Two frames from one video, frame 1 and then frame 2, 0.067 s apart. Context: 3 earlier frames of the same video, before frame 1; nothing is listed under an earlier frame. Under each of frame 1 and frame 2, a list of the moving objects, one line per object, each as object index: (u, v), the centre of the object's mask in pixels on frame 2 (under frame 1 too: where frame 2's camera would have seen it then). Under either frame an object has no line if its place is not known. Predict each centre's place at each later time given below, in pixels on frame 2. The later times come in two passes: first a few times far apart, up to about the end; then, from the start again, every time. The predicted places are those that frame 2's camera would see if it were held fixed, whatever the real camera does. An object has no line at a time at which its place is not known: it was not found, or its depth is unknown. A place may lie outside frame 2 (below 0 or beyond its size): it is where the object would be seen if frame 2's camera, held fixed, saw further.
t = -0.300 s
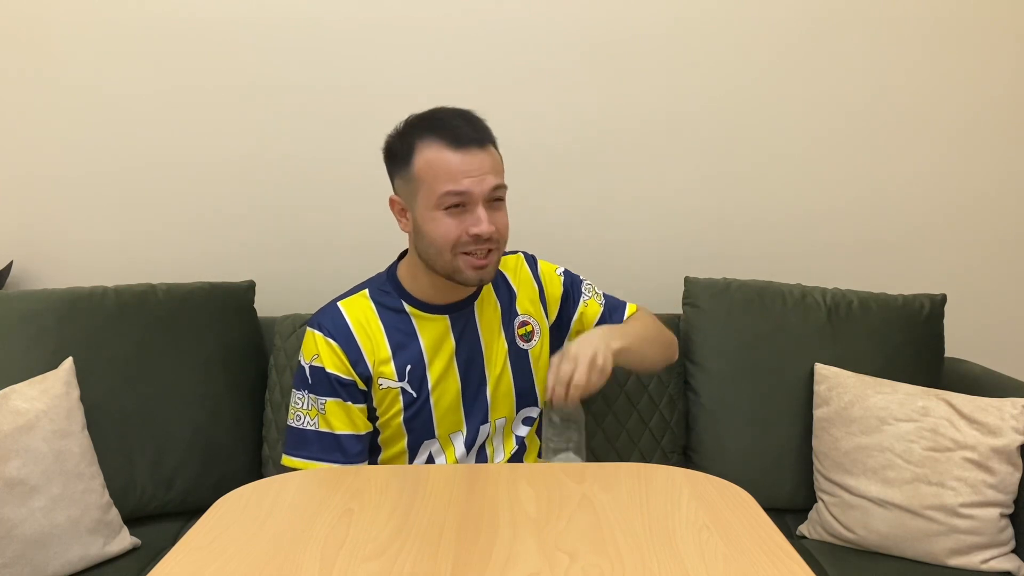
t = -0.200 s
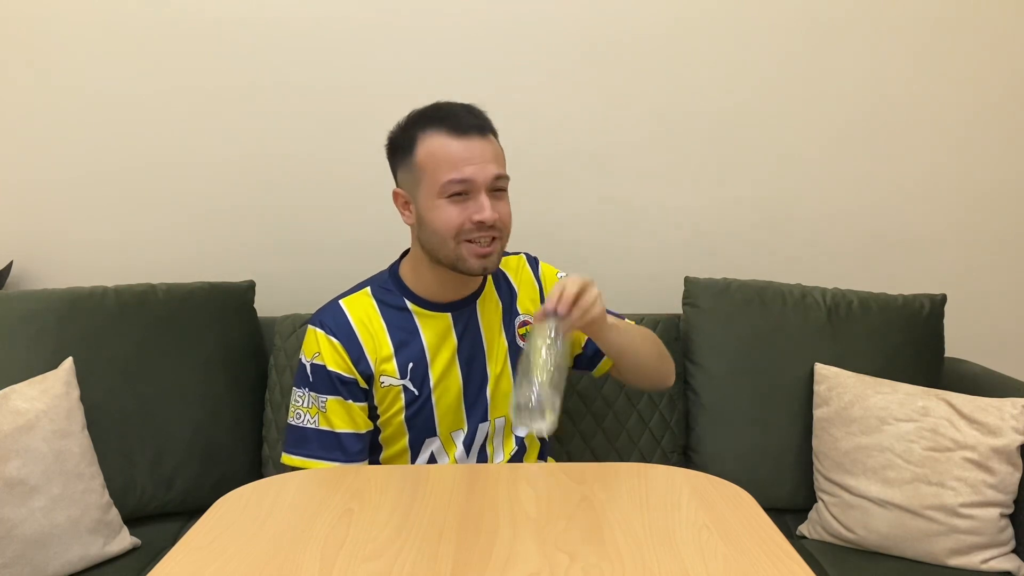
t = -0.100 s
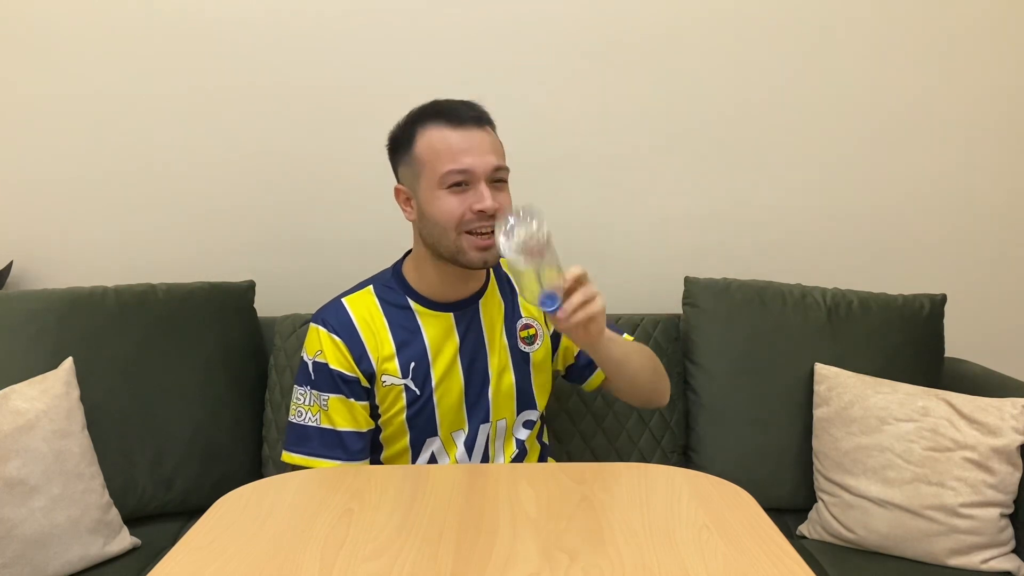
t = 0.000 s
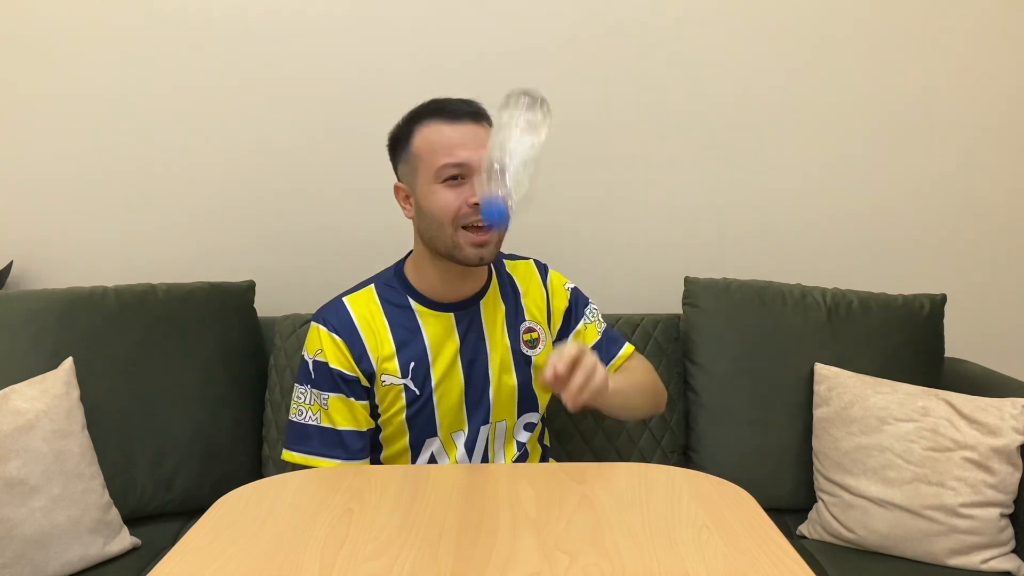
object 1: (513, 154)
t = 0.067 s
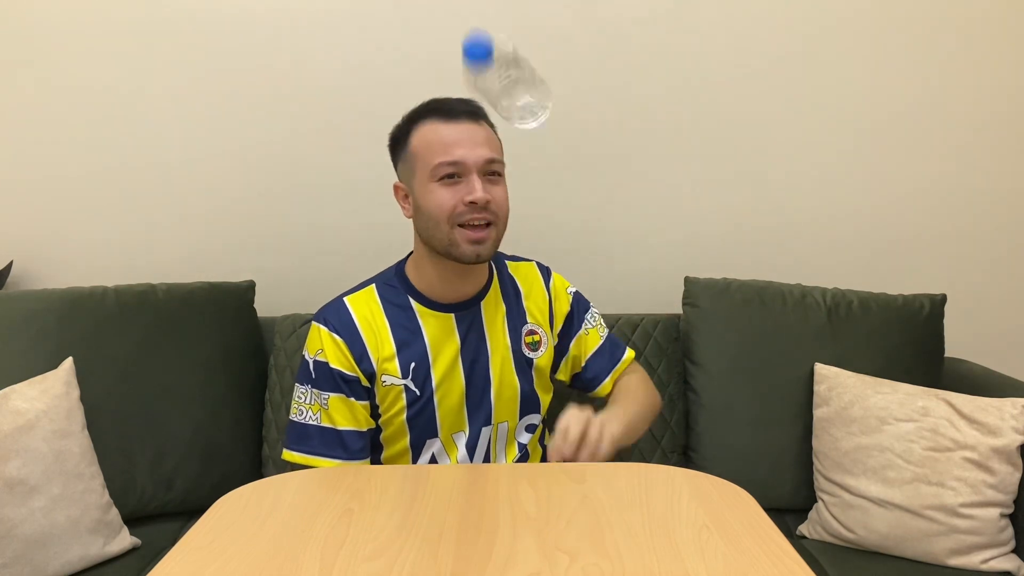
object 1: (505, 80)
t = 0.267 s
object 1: (510, 197)
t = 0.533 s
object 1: (503, 474)
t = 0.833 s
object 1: (500, 474)
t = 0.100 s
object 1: (507, 67)
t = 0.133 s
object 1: (509, 72)
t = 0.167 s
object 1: (510, 85)
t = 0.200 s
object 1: (511, 107)
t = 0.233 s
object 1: (511, 146)
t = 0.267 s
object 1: (510, 197)
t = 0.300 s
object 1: (510, 260)
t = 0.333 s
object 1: (508, 331)
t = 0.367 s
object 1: (508, 414)
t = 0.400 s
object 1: (505, 463)
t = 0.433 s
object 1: (504, 469)
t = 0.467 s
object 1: (504, 468)
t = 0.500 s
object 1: (504, 470)
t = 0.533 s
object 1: (503, 474)
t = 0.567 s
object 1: (502, 475)
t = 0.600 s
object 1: (501, 474)
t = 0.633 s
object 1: (500, 474)
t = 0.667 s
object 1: (500, 474)
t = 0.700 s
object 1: (500, 474)
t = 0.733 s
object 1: (500, 474)
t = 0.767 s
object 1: (500, 474)
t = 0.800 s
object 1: (500, 474)
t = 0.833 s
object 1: (500, 474)
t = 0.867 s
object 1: (500, 474)
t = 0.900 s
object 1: (501, 474)
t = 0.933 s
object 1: (501, 474)
